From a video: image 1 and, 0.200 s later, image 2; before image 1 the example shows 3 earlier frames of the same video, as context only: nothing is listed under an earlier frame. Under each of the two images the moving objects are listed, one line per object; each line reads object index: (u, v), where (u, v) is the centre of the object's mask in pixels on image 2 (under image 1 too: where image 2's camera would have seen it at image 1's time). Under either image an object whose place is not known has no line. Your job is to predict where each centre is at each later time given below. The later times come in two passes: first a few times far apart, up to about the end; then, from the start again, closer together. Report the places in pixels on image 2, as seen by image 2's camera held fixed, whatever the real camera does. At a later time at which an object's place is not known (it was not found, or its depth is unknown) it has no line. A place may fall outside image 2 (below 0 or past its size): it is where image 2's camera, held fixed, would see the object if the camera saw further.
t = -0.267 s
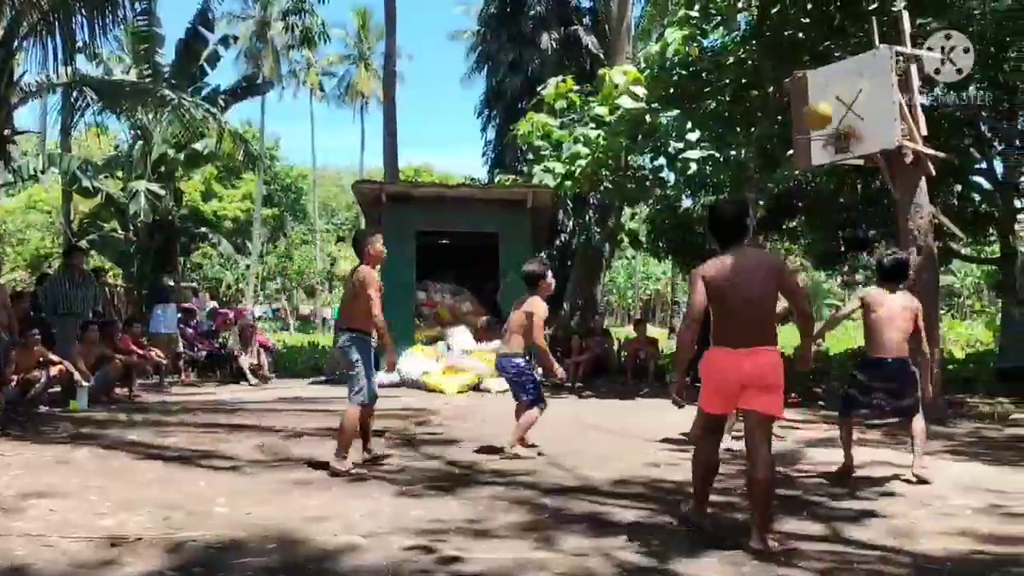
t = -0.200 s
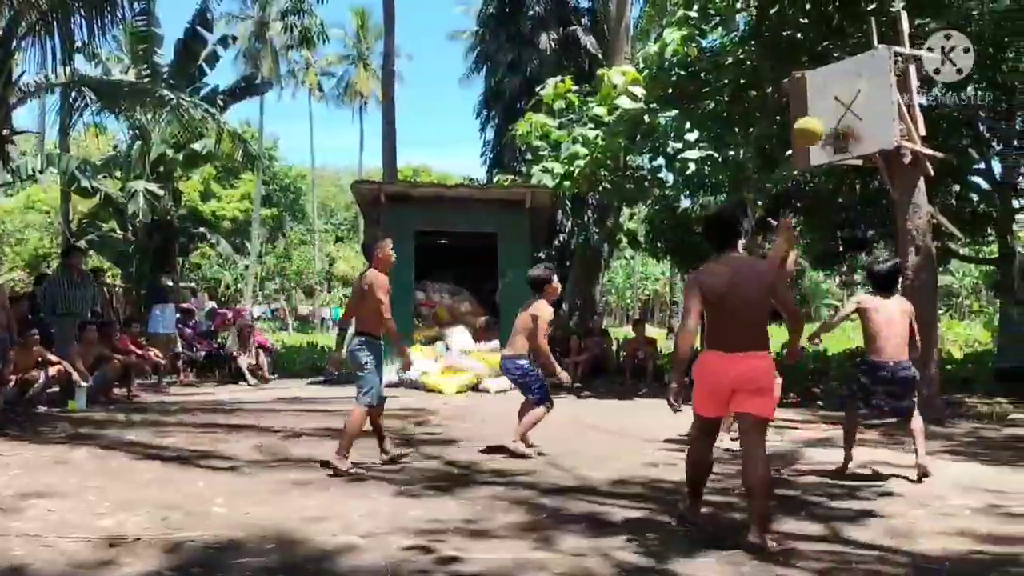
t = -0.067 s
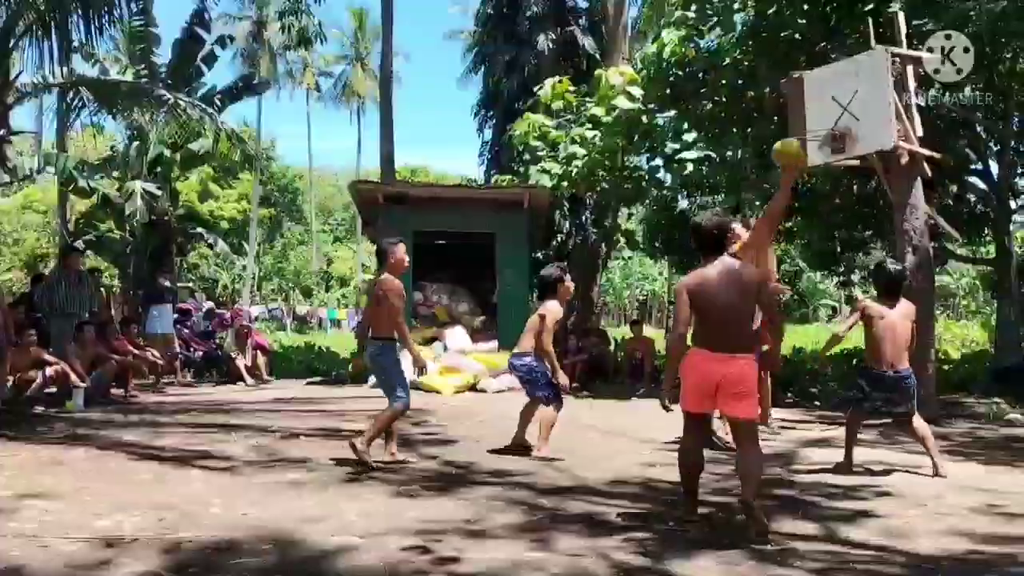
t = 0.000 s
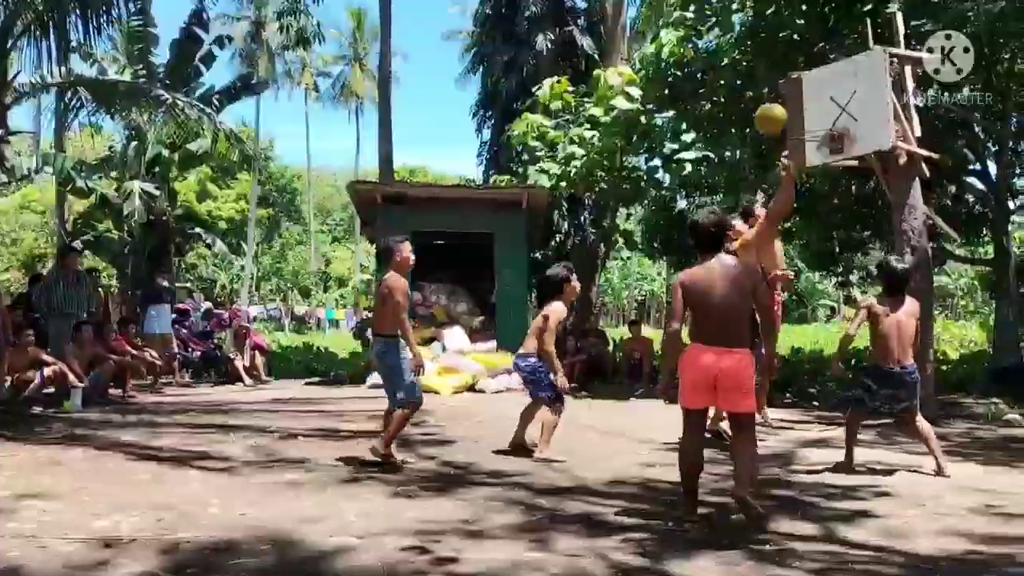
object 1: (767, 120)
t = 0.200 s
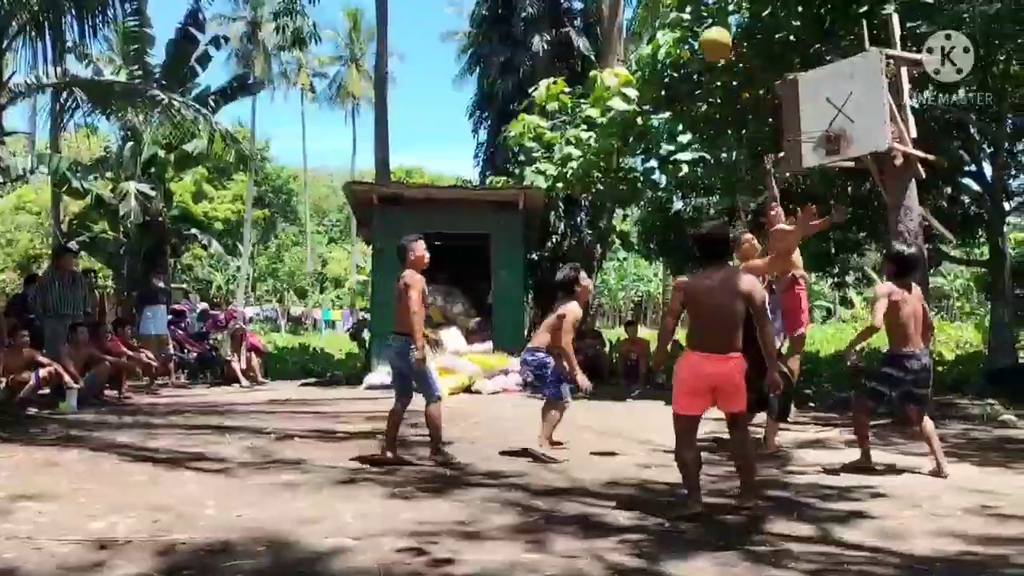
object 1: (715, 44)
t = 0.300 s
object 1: (689, 24)
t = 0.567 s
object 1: (609, 33)
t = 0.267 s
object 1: (696, 28)
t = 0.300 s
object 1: (689, 24)
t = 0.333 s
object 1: (679, 19)
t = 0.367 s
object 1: (671, 16)
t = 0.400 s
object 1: (662, 16)
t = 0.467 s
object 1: (640, 18)
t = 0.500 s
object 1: (630, 21)
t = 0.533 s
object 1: (620, 27)
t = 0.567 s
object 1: (609, 33)
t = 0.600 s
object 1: (598, 42)
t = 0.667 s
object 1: (578, 67)
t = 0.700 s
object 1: (566, 80)
